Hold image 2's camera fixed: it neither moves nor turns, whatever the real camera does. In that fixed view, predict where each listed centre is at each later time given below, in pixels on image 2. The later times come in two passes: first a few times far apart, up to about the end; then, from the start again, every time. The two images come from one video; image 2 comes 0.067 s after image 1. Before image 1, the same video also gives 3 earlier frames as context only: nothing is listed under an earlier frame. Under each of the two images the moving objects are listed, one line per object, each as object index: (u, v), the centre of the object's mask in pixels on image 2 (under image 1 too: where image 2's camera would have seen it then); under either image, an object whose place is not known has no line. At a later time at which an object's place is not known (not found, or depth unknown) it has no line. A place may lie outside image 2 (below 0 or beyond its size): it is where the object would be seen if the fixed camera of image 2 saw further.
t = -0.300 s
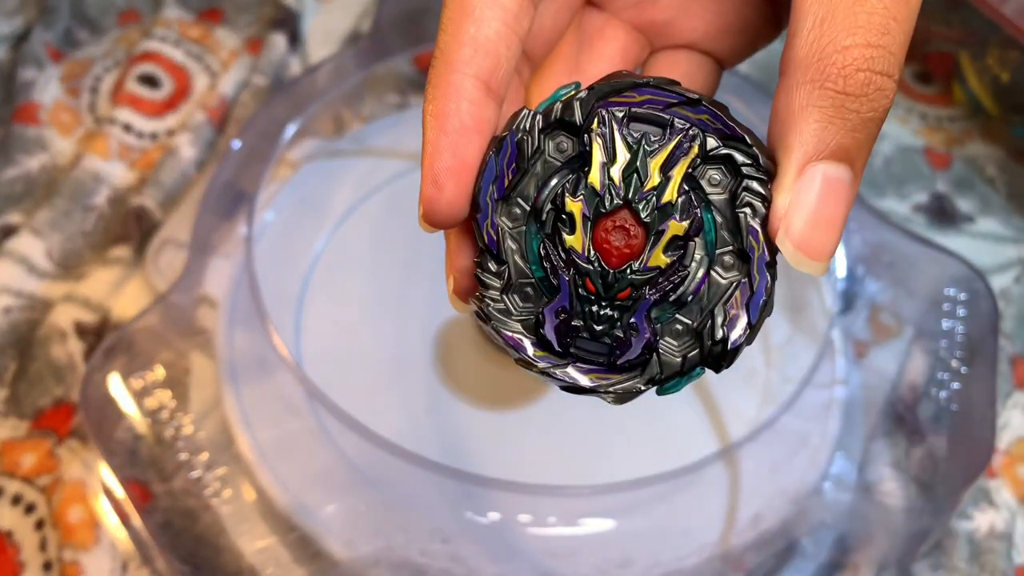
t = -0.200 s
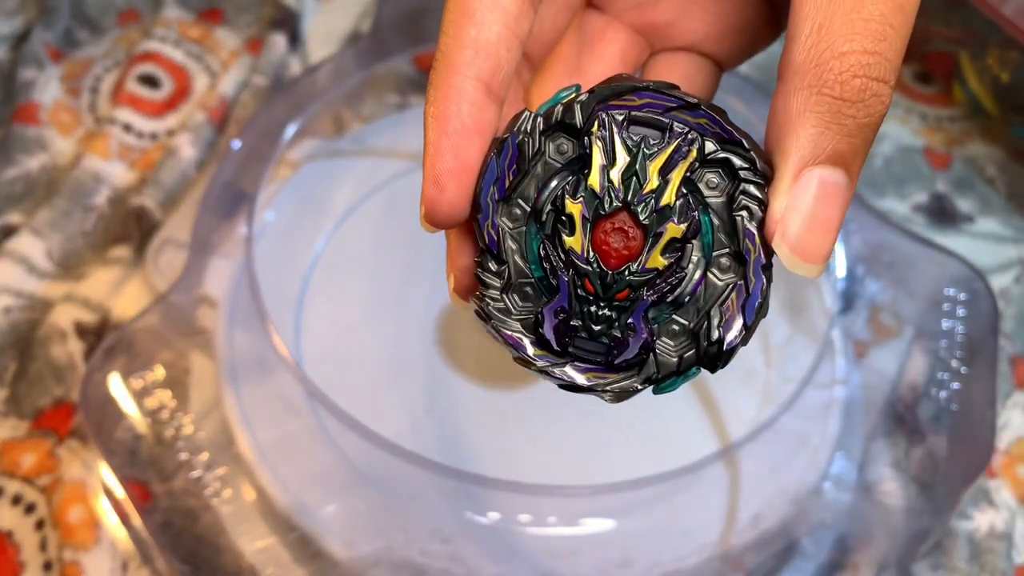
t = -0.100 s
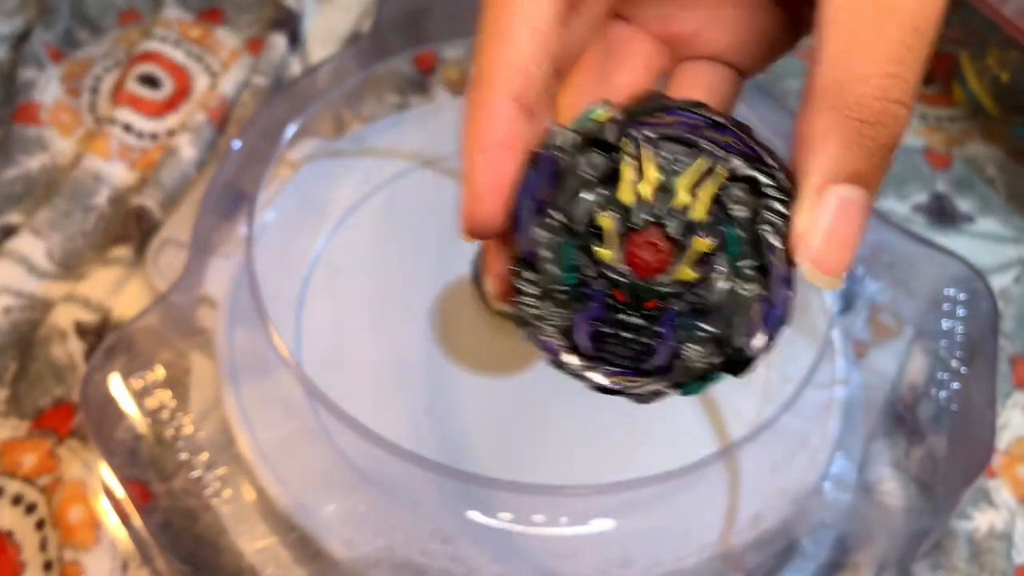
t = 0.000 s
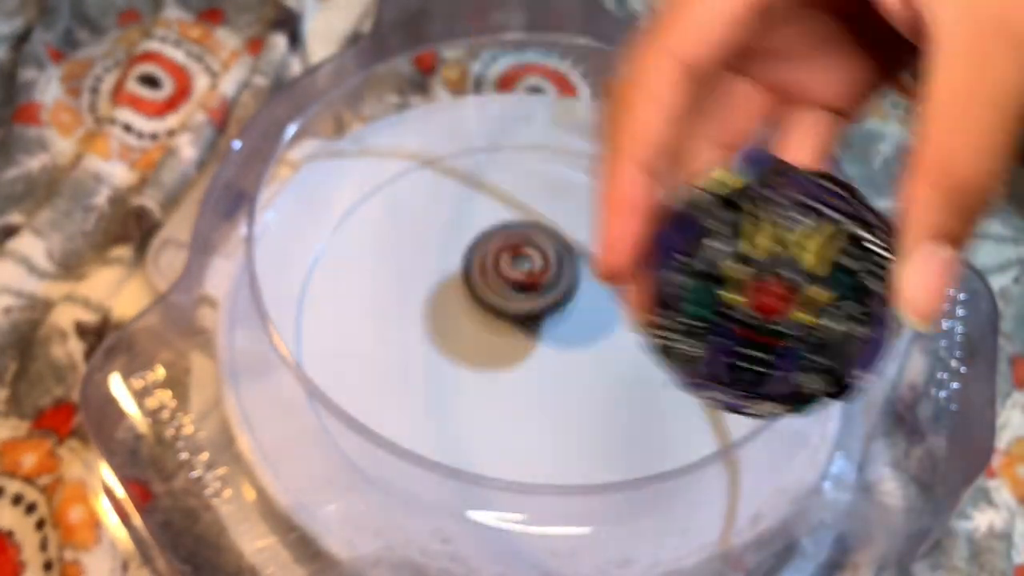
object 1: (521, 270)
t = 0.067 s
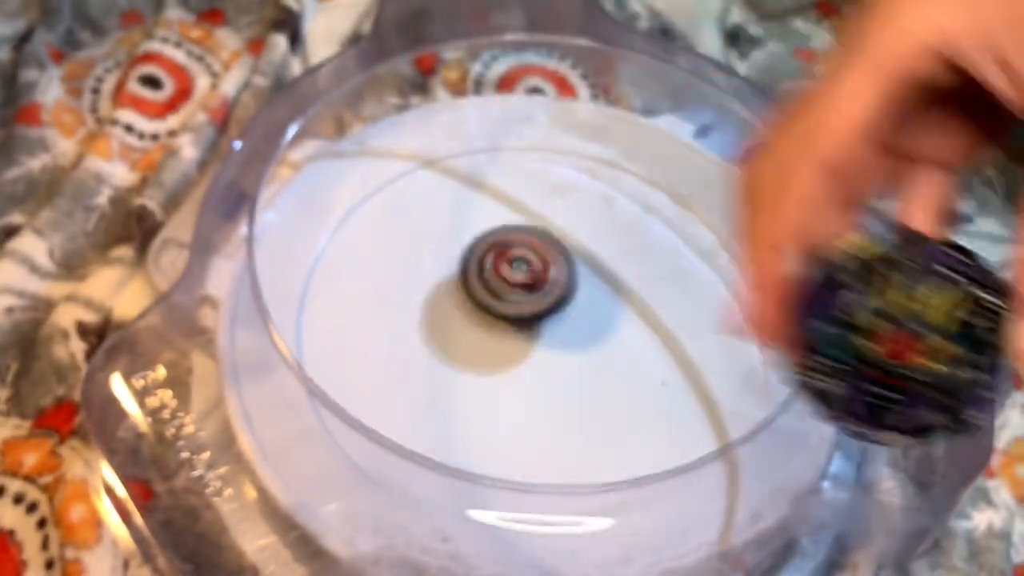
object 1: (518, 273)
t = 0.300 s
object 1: (534, 306)
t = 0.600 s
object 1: (583, 308)
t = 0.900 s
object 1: (545, 303)
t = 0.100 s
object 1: (516, 275)
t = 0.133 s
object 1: (516, 280)
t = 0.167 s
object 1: (518, 285)
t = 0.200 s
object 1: (520, 289)
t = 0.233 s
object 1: (522, 295)
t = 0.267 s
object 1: (527, 301)
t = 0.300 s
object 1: (534, 306)
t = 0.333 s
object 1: (540, 309)
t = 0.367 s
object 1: (549, 313)
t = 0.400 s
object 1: (557, 315)
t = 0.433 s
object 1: (563, 314)
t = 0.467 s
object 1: (569, 315)
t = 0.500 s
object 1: (575, 313)
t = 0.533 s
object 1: (579, 311)
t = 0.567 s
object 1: (581, 310)
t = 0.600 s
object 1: (583, 308)
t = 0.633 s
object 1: (582, 304)
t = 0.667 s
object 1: (580, 303)
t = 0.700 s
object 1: (579, 301)
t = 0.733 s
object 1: (575, 298)
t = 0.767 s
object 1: (570, 298)
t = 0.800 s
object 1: (565, 297)
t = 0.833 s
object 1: (559, 298)
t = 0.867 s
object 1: (550, 301)
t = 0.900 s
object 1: (545, 303)
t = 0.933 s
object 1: (536, 308)
